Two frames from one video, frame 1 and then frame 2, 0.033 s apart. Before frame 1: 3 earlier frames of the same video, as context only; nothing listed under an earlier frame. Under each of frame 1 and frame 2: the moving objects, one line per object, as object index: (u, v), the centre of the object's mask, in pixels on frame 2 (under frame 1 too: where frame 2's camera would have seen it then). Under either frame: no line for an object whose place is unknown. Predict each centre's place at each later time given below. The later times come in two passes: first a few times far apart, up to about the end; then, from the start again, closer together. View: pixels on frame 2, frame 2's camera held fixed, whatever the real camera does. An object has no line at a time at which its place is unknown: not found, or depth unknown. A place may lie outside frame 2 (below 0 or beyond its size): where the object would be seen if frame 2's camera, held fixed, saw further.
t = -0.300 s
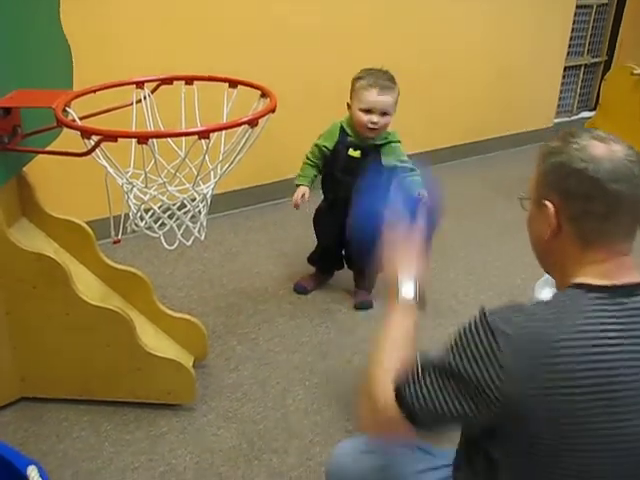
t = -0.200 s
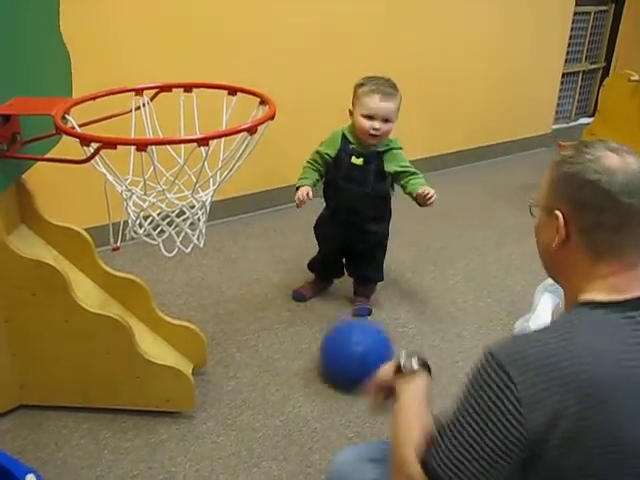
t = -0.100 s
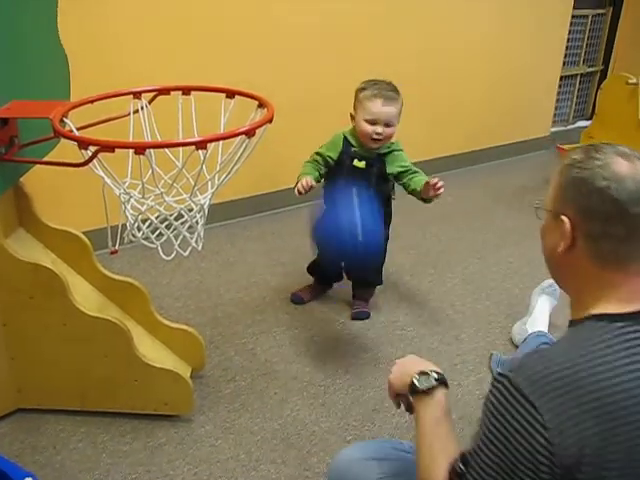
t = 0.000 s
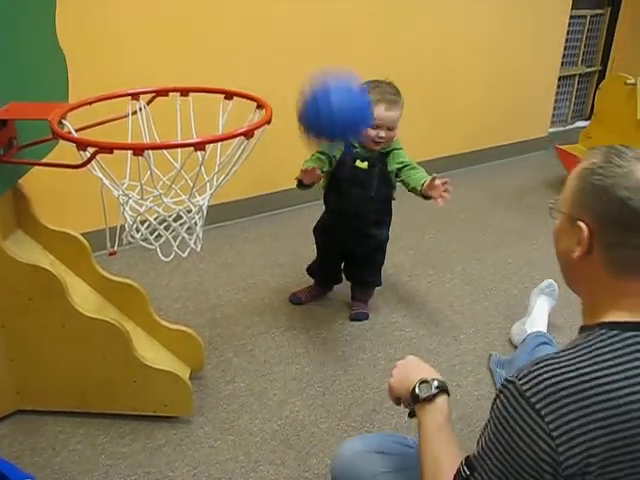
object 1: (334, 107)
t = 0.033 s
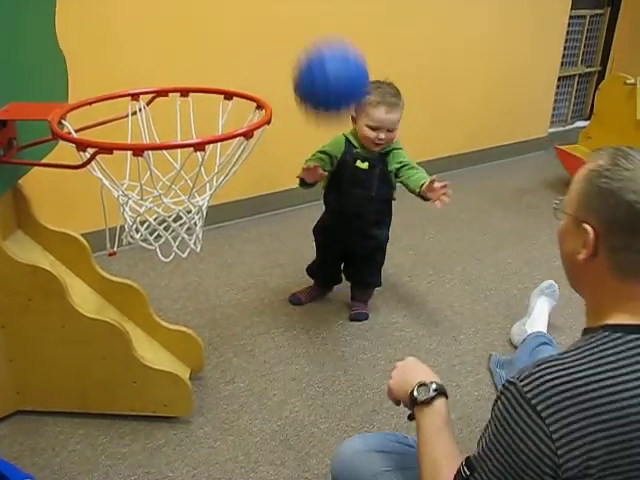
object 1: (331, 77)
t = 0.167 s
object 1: (313, 11)
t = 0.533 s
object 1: (265, 76)
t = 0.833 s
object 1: (231, 163)
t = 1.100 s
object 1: (235, 87)
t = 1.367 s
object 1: (270, 208)
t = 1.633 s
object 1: (275, 179)
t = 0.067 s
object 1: (327, 49)
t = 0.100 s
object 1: (322, 29)
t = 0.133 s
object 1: (317, 19)
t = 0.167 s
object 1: (313, 11)
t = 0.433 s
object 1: (276, 22)
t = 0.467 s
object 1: (272, 36)
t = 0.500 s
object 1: (268, 56)
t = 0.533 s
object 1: (265, 76)
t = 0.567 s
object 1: (264, 99)
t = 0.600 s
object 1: (262, 132)
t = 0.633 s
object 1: (260, 164)
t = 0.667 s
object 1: (251, 192)
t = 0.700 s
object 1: (247, 219)
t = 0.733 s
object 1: (243, 243)
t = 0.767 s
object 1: (240, 215)
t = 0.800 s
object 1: (240, 191)
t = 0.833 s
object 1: (231, 163)
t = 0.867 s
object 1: (220, 134)
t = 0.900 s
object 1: (220, 117)
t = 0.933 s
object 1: (218, 111)
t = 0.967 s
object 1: (219, 99)
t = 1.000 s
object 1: (221, 92)
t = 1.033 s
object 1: (226, 86)
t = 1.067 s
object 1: (231, 85)
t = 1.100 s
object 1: (235, 87)
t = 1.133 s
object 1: (238, 91)
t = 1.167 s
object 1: (242, 99)
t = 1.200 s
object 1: (246, 107)
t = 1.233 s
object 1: (250, 123)
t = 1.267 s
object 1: (267, 147)
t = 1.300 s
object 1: (265, 163)
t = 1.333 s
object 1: (266, 184)
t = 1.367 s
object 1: (270, 208)
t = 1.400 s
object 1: (274, 235)
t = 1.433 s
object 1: (277, 265)
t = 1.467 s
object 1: (278, 251)
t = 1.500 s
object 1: (278, 232)
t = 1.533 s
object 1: (278, 216)
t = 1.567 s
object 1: (277, 201)
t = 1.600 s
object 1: (276, 188)
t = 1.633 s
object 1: (275, 179)
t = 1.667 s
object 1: (275, 173)
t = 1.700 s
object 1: (275, 170)
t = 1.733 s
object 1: (274, 169)
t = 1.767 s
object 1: (274, 171)
